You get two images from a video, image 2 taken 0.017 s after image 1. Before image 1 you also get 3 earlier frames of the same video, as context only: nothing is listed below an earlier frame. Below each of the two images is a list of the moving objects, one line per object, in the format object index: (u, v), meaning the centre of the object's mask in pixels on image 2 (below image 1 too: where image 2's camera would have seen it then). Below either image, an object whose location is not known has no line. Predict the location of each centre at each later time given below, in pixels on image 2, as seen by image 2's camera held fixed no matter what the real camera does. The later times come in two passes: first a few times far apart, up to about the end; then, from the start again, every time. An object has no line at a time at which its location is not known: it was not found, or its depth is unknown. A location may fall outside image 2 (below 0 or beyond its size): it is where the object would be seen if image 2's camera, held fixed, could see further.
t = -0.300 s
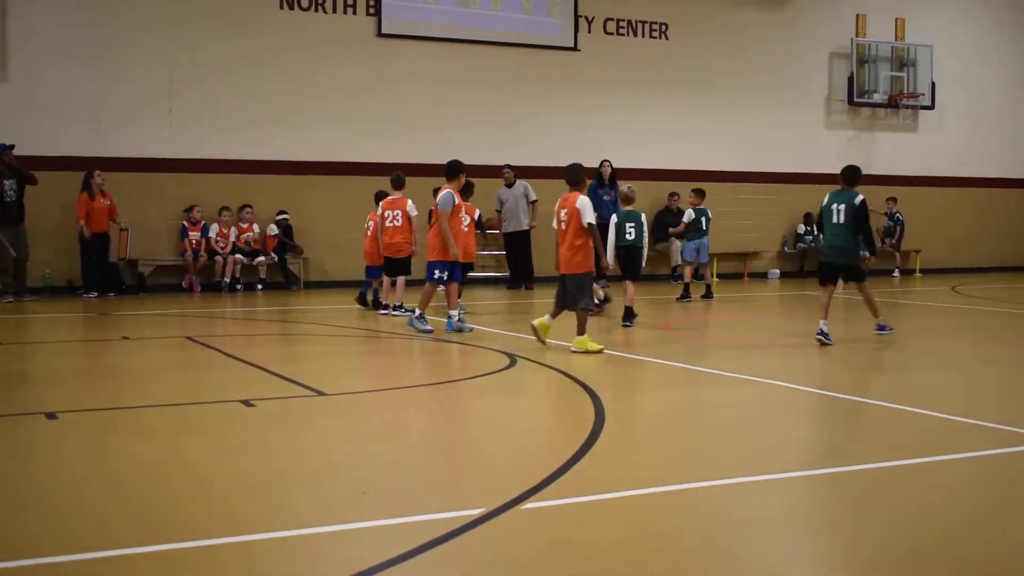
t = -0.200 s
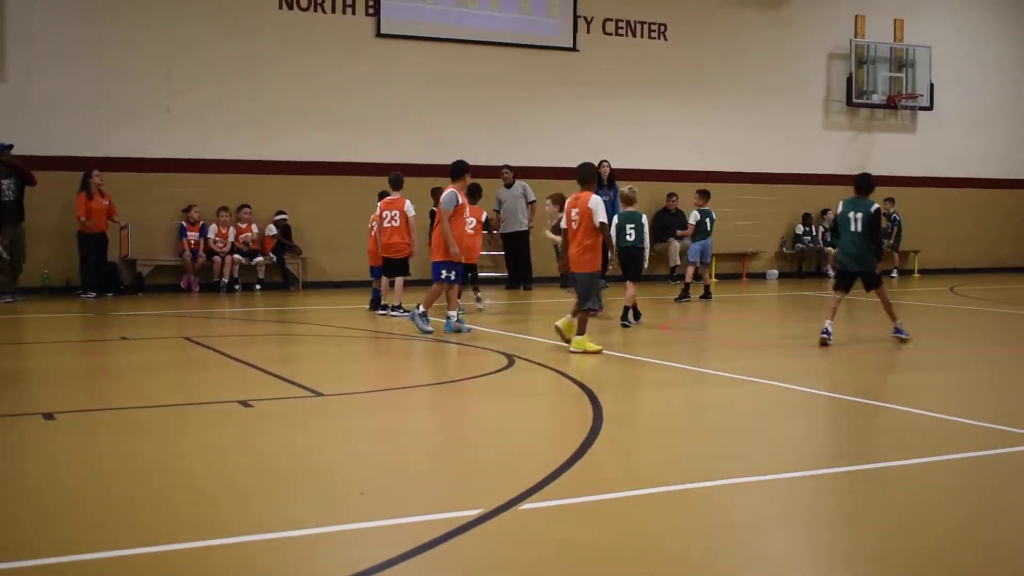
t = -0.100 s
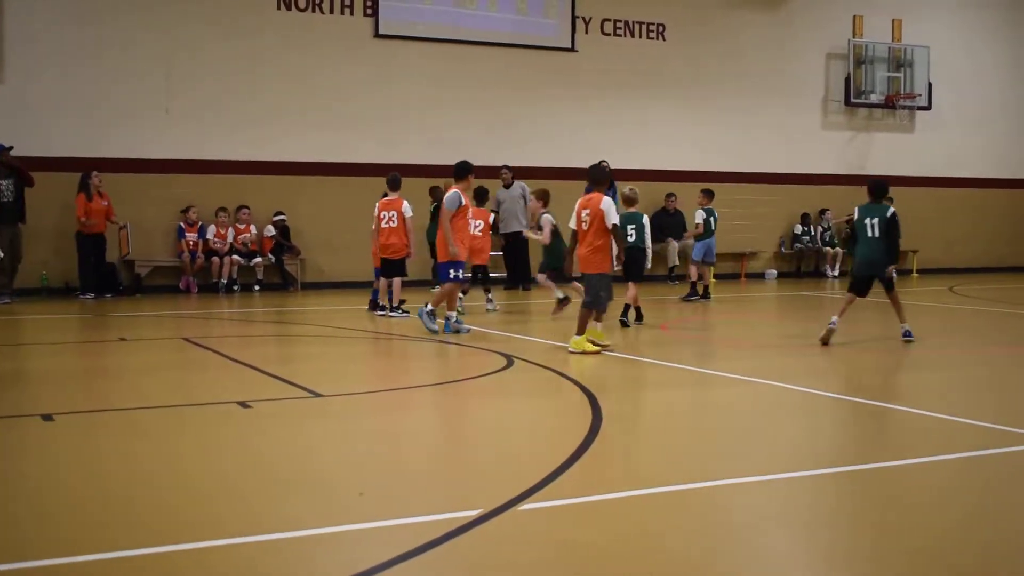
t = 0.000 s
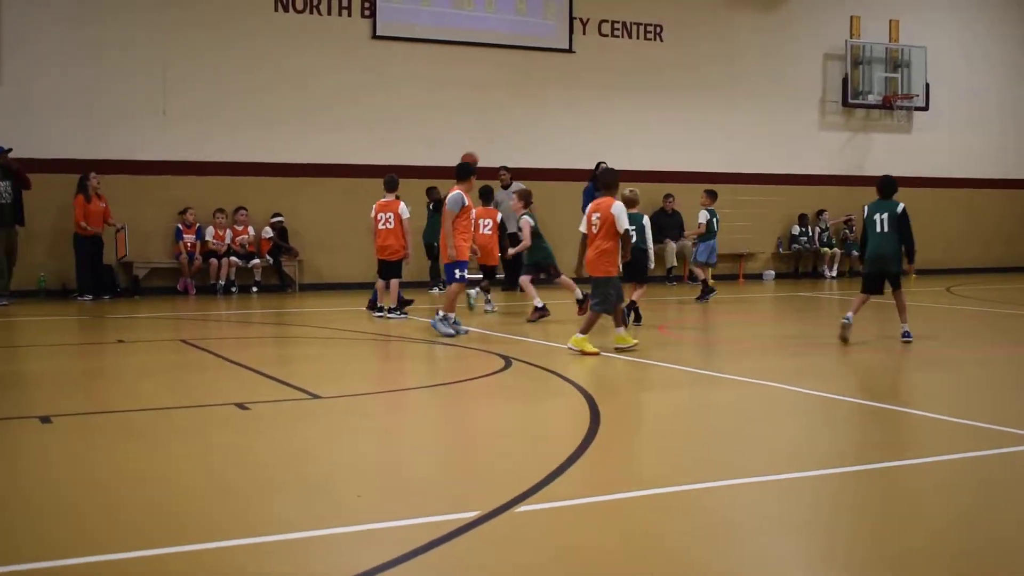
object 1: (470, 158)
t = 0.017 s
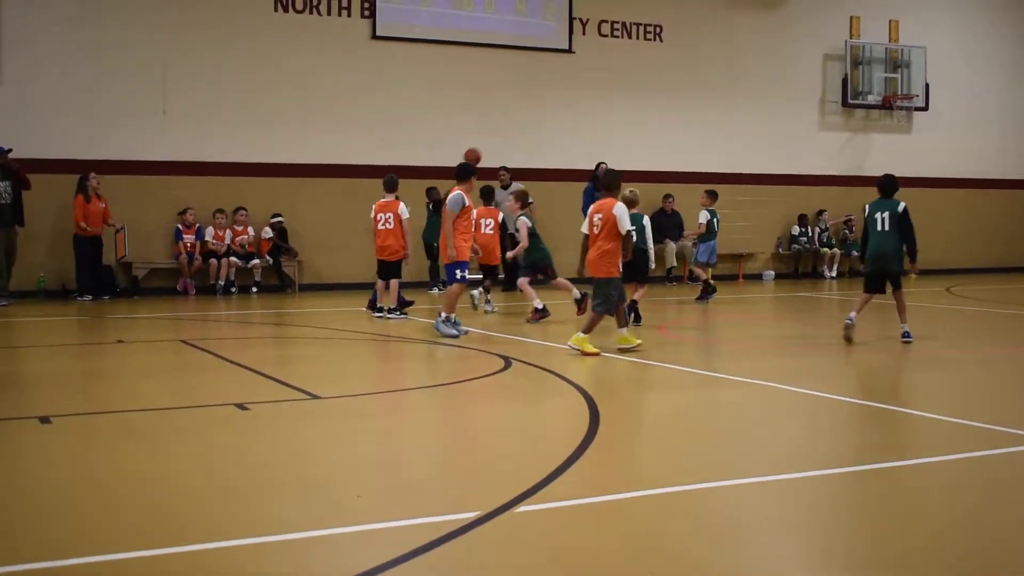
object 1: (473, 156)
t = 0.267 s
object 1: (529, 113)
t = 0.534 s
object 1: (592, 119)
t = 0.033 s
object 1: (476, 152)
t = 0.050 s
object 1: (480, 148)
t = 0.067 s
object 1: (483, 144)
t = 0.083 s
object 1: (487, 141)
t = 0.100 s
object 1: (491, 137)
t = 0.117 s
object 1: (495, 134)
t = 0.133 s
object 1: (499, 131)
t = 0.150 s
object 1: (502, 128)
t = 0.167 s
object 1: (506, 125)
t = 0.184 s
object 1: (510, 122)
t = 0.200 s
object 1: (514, 120)
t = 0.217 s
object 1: (518, 118)
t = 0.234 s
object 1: (522, 116)
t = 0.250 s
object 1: (525, 115)
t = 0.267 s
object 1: (529, 113)
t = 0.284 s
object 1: (533, 112)
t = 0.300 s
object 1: (537, 111)
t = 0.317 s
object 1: (541, 110)
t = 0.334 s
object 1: (545, 109)
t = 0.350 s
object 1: (549, 109)
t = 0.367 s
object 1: (553, 109)
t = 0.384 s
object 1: (557, 109)
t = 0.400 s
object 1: (560, 109)
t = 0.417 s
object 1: (565, 110)
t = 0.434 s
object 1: (568, 110)
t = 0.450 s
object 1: (572, 111)
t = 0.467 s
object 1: (576, 112)
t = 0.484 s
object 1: (580, 113)
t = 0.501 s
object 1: (584, 115)
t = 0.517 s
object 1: (588, 117)
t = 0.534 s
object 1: (592, 119)
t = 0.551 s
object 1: (596, 121)
